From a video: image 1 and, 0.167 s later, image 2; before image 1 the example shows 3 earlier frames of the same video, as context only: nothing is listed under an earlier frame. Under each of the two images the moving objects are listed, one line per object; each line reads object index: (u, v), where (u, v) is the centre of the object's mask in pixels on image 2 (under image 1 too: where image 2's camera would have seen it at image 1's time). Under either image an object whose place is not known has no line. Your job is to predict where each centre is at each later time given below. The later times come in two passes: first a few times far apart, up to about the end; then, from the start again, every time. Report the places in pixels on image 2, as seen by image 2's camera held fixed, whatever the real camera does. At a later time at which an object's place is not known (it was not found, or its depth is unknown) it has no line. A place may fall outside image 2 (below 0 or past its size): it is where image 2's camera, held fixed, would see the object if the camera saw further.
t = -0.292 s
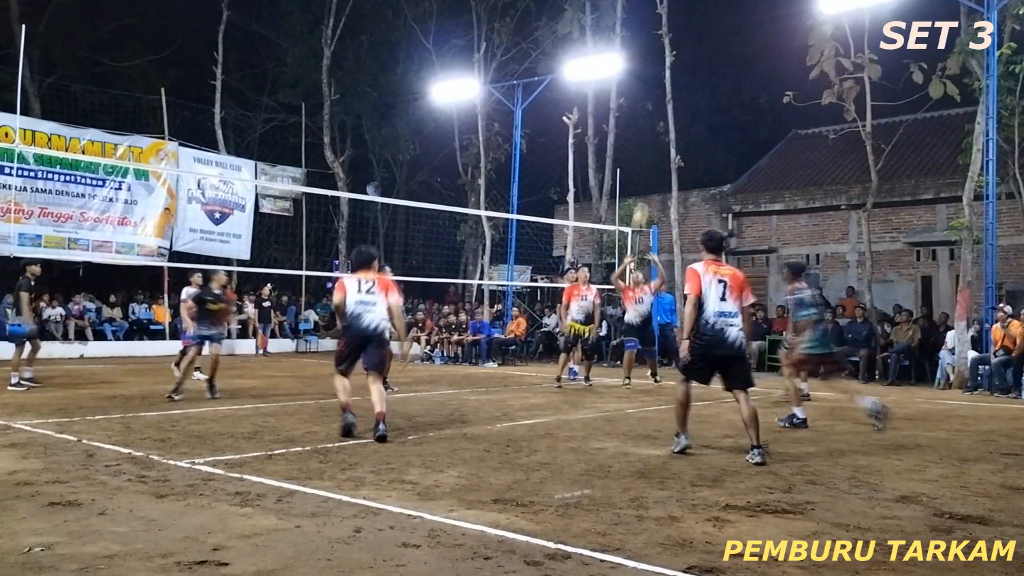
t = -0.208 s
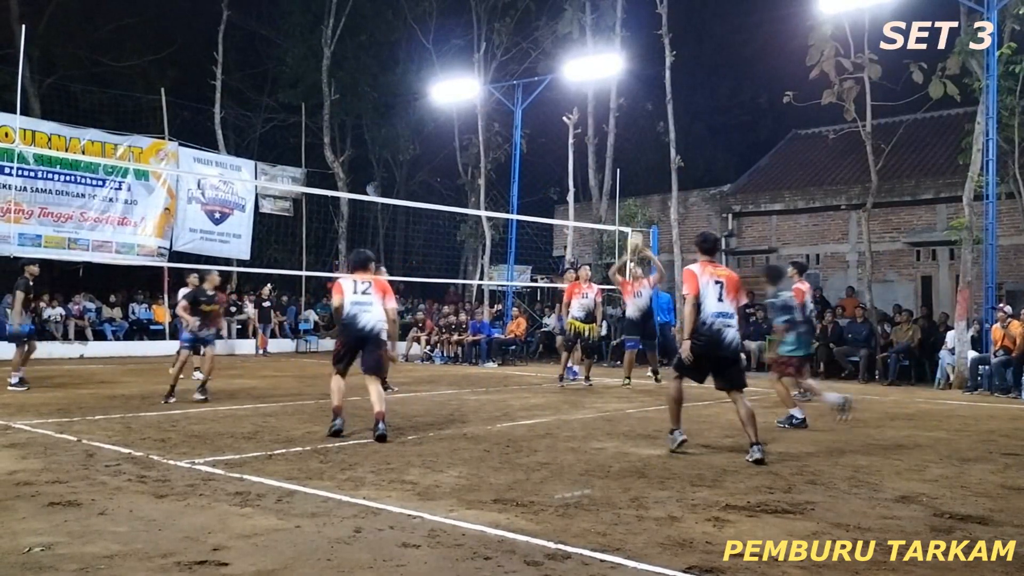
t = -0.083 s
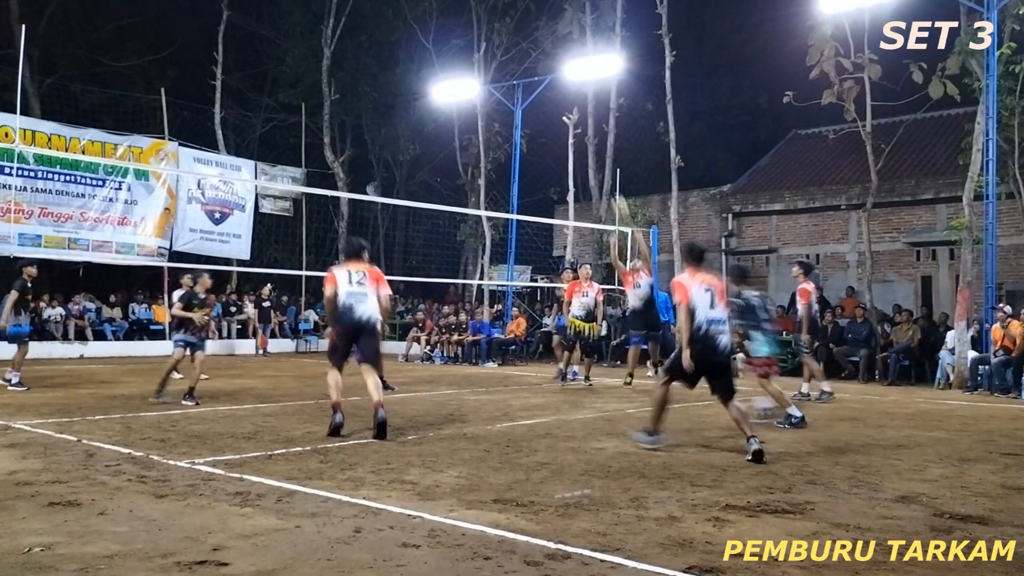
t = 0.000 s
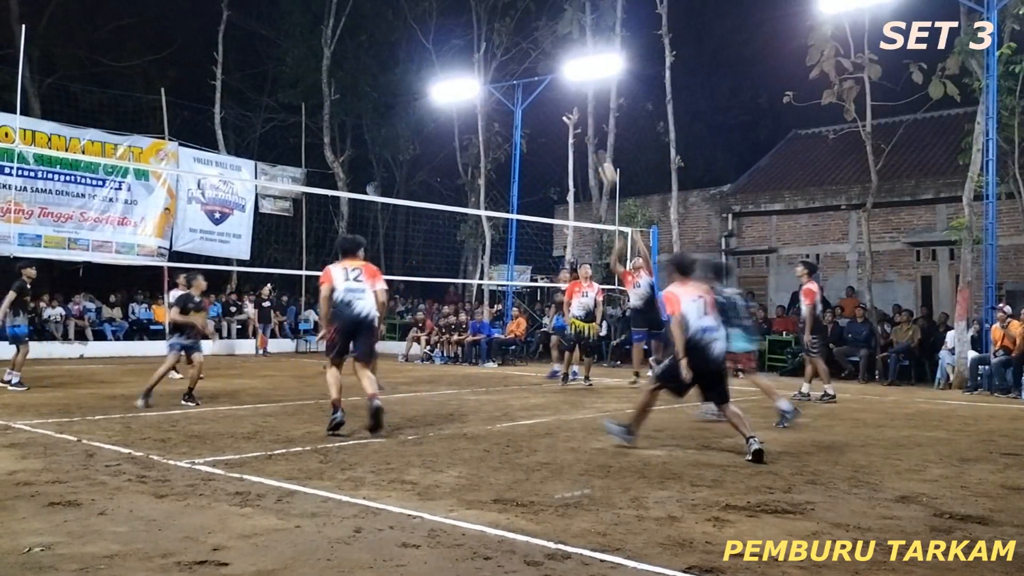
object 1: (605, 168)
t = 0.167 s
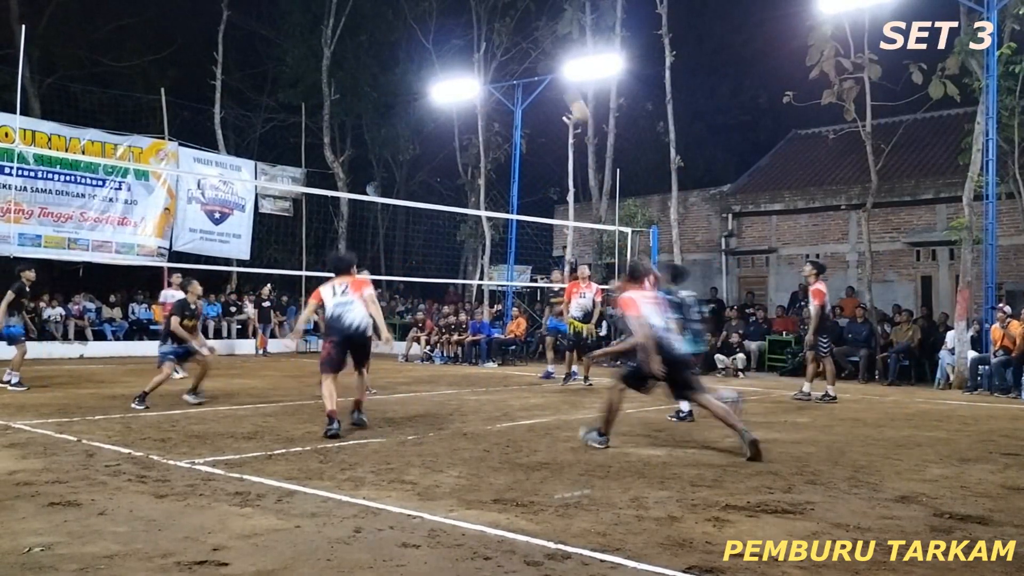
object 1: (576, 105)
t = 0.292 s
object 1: (554, 72)
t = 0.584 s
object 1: (502, 27)
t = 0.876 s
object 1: (443, 48)
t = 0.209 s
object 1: (570, 95)
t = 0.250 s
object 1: (562, 83)
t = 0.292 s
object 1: (554, 72)
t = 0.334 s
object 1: (547, 60)
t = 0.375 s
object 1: (541, 54)
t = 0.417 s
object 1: (532, 45)
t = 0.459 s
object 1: (526, 39)
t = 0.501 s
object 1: (516, 34)
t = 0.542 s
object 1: (509, 30)
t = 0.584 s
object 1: (502, 27)
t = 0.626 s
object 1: (494, 26)
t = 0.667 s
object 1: (493, 26)
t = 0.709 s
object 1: (477, 28)
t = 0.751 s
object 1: (470, 30)
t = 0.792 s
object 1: (460, 35)
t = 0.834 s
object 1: (450, 42)
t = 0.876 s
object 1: (443, 48)
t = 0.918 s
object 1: (435, 56)
